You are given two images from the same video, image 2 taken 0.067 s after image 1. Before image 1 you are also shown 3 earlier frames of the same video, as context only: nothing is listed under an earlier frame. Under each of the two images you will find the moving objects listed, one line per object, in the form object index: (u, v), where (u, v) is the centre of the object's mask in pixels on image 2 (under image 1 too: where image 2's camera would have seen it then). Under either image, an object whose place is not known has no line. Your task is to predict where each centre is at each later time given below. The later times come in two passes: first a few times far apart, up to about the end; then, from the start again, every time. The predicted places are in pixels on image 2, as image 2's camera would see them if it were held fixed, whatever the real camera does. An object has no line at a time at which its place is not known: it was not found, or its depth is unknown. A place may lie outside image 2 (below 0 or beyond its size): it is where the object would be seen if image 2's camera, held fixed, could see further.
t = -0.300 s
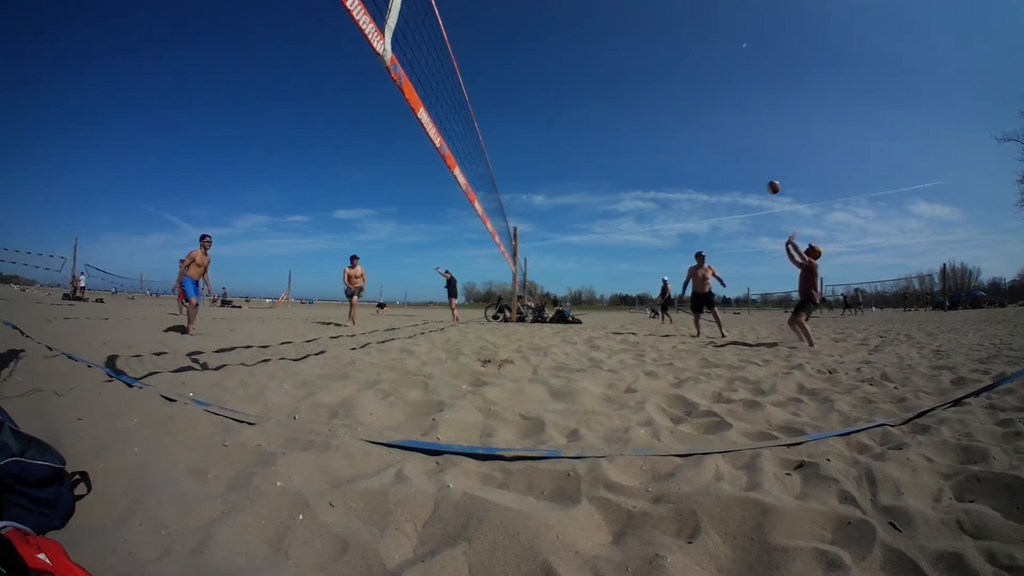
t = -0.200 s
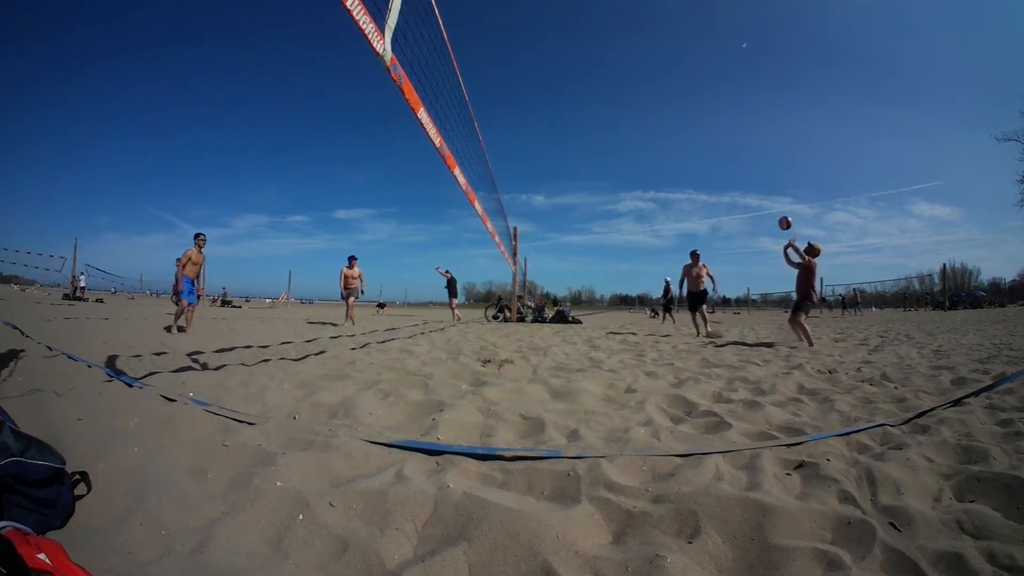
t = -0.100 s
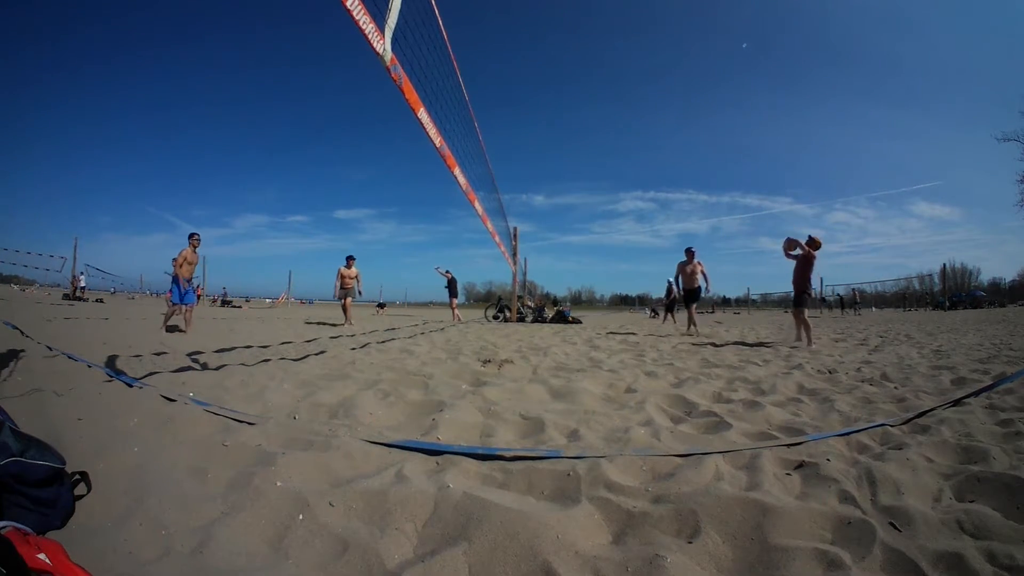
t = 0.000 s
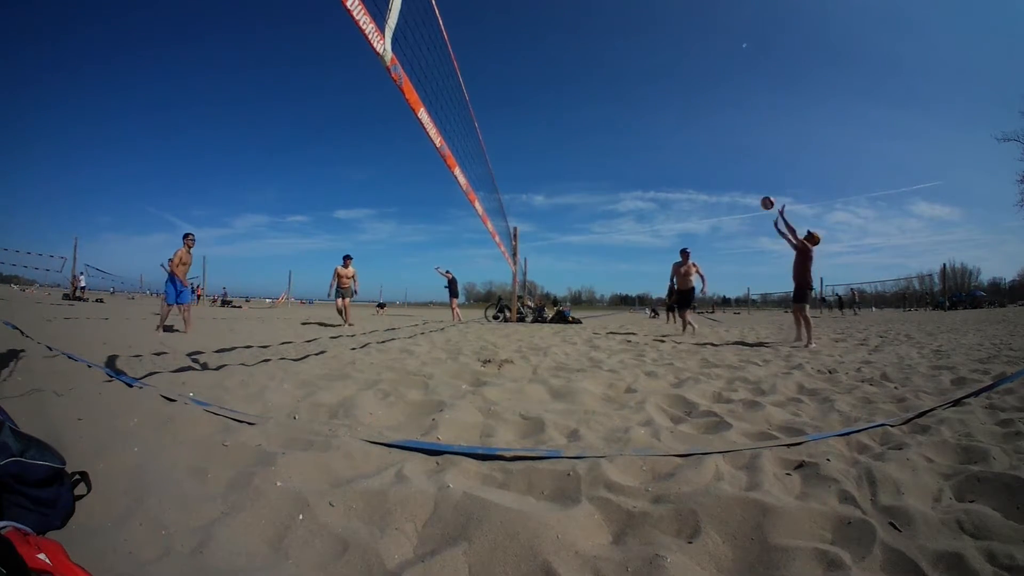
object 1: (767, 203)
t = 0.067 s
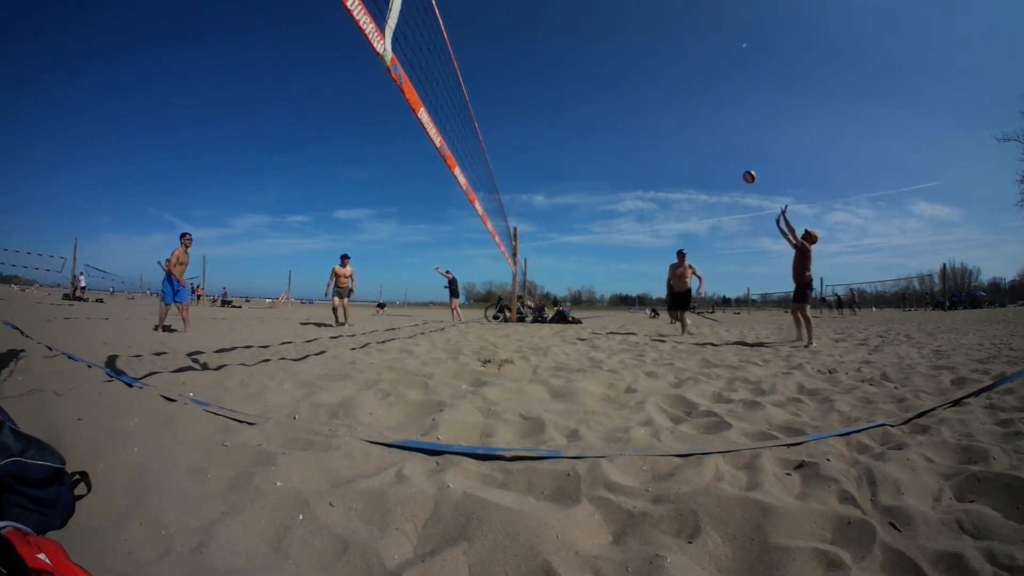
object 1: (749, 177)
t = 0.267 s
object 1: (701, 127)
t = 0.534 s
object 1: (656, 103)
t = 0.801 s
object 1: (629, 107)
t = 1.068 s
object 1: (611, 136)
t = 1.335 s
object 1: (599, 192)
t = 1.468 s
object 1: (594, 231)
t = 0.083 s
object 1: (744, 171)
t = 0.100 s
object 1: (740, 166)
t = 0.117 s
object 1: (736, 161)
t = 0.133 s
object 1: (731, 156)
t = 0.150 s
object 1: (727, 151)
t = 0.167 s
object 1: (723, 147)
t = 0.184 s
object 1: (719, 143)
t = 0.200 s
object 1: (715, 140)
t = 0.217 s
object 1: (711, 136)
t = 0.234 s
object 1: (708, 133)
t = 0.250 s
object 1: (704, 130)
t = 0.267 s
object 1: (701, 127)
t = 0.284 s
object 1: (697, 124)
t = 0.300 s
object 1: (694, 122)
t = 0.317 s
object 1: (691, 120)
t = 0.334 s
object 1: (688, 118)
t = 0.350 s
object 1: (685, 116)
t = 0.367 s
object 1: (681, 114)
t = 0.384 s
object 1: (678, 112)
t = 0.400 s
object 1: (676, 110)
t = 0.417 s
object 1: (673, 109)
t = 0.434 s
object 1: (671, 108)
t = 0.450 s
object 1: (668, 107)
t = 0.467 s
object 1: (665, 105)
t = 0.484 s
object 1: (663, 105)
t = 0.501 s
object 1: (661, 104)
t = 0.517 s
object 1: (658, 103)
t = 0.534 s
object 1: (656, 103)
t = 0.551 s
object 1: (654, 102)
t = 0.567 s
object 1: (652, 102)
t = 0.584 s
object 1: (650, 101)
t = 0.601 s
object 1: (649, 101)
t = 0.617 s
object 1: (647, 101)
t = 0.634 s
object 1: (645, 101)
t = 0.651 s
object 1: (643, 101)
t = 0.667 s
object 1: (641, 101)
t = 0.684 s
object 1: (640, 102)
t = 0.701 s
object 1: (638, 102)
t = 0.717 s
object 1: (636, 103)
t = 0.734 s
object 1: (635, 103)
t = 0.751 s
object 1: (633, 104)
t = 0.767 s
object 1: (632, 105)
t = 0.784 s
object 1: (630, 106)
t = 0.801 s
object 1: (629, 107)
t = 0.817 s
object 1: (628, 108)
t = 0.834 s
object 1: (626, 109)
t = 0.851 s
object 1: (625, 110)
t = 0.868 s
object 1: (624, 112)
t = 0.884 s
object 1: (623, 113)
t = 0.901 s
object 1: (621, 114)
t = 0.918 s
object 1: (620, 116)
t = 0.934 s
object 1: (619, 118)
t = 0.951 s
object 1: (618, 120)
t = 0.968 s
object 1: (617, 122)
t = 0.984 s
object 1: (616, 124)
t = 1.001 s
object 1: (615, 126)
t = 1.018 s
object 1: (614, 128)
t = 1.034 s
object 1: (612, 130)
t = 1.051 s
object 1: (612, 133)
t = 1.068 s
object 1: (611, 136)
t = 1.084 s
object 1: (610, 138)
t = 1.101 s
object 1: (609, 141)
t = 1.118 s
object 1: (608, 144)
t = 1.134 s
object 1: (607, 147)
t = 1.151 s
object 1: (606, 150)
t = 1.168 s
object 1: (605, 153)
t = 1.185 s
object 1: (605, 157)
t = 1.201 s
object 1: (604, 160)
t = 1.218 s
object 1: (603, 164)
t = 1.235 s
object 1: (602, 167)
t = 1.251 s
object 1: (602, 171)
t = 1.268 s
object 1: (601, 175)
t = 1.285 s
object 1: (601, 179)
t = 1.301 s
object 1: (600, 183)
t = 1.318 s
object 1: (599, 188)
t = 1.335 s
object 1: (599, 192)
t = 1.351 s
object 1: (598, 196)
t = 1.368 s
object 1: (598, 201)
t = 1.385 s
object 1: (597, 206)
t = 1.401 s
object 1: (596, 211)
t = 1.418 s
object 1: (596, 215)
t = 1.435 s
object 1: (595, 220)
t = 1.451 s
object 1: (595, 225)
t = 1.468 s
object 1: (594, 231)
